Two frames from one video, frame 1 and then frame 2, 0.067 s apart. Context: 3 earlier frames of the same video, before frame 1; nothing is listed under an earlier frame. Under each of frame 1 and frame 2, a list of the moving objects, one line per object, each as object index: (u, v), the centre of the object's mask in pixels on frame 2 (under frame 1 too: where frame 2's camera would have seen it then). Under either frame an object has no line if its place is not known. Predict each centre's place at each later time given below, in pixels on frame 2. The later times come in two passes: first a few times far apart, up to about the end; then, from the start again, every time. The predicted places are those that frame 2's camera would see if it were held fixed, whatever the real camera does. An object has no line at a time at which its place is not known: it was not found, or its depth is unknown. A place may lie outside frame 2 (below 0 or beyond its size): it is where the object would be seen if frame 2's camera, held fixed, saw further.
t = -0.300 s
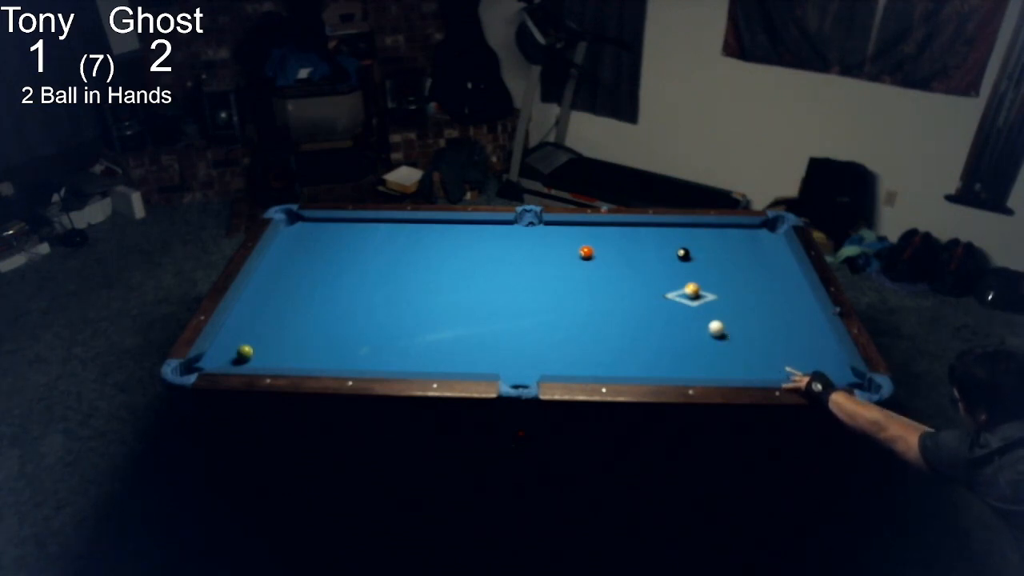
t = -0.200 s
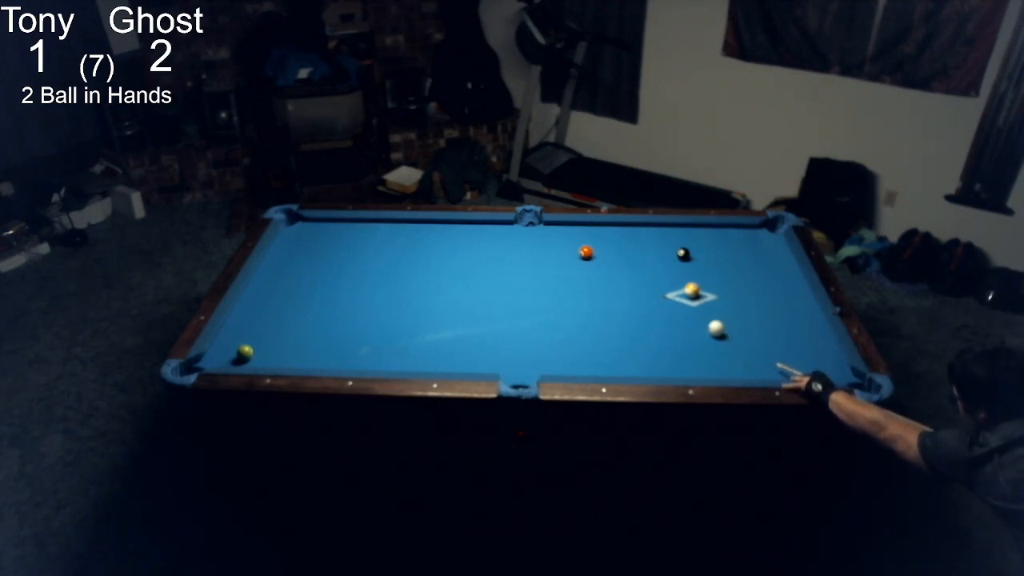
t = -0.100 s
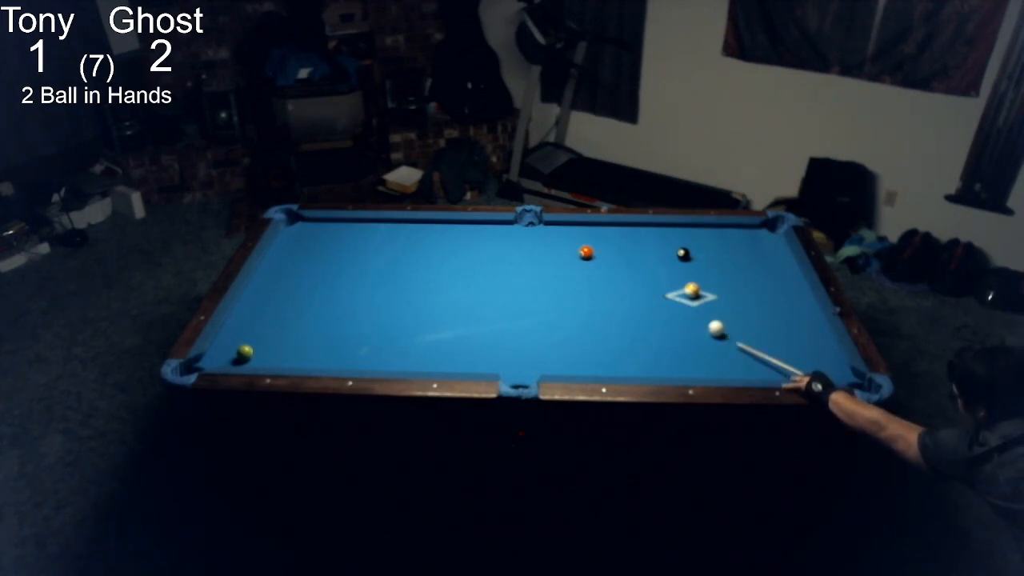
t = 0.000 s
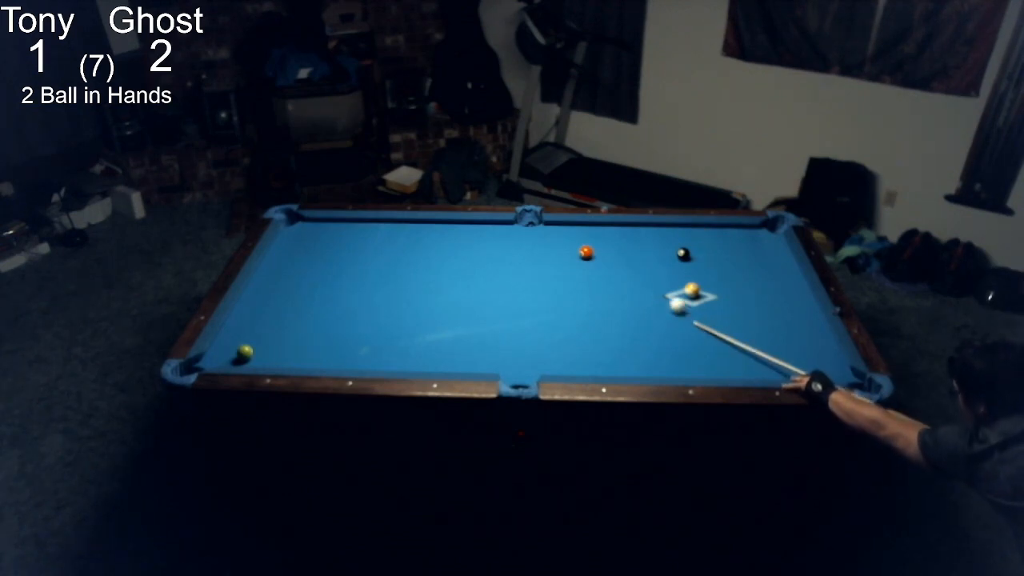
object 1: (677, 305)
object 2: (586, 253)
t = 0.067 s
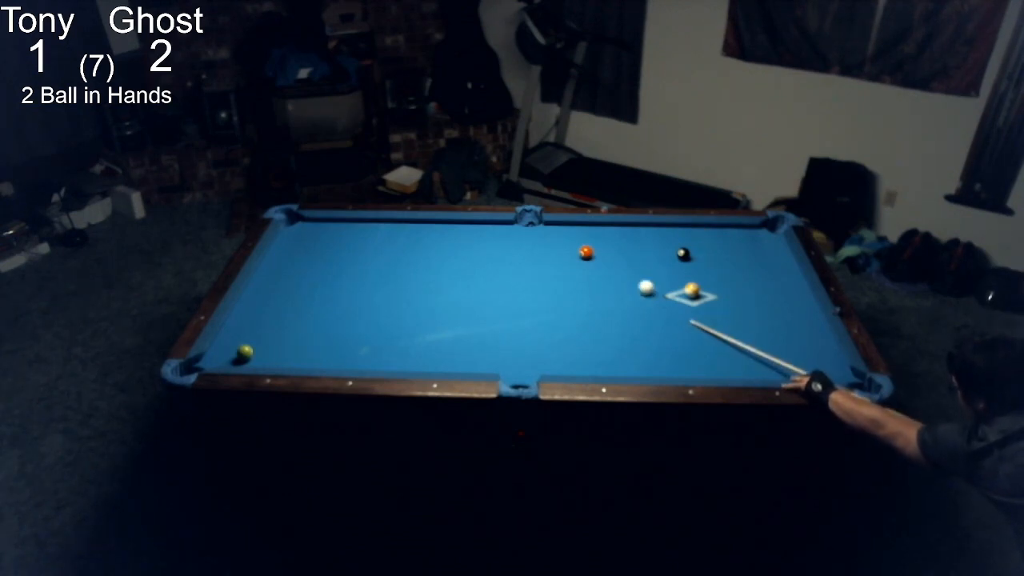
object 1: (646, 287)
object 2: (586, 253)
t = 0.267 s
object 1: (594, 258)
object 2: (569, 242)
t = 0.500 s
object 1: (593, 261)
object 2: (518, 223)
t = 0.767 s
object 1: (592, 264)
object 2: (478, 234)
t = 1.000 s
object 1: (591, 266)
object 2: (442, 244)
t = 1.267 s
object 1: (591, 267)
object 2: (403, 255)
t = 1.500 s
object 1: (591, 268)
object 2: (367, 264)
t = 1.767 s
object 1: (591, 268)
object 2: (327, 276)
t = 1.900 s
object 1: (591, 268)
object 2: (307, 281)
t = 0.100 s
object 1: (632, 279)
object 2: (586, 253)
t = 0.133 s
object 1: (619, 272)
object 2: (586, 253)
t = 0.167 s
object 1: (608, 265)
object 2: (586, 253)
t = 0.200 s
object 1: (597, 258)
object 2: (585, 252)
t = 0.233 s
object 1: (594, 257)
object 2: (578, 248)
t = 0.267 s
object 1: (594, 258)
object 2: (569, 242)
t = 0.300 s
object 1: (594, 258)
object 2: (561, 236)
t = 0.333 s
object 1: (594, 259)
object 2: (553, 231)
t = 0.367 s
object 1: (593, 259)
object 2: (546, 226)
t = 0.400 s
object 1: (593, 260)
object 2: (540, 224)
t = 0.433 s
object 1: (593, 260)
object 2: (532, 224)
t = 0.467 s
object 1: (593, 260)
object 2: (525, 224)
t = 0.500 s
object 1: (593, 261)
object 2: (518, 223)
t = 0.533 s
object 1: (592, 261)
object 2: (512, 224)
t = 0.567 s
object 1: (592, 262)
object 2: (507, 225)
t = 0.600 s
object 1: (592, 262)
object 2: (502, 227)
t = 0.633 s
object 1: (592, 263)
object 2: (498, 228)
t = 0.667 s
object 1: (592, 263)
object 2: (493, 229)
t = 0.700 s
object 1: (592, 263)
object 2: (488, 231)
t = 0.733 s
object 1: (592, 264)
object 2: (483, 232)
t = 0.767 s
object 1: (592, 264)
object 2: (478, 234)
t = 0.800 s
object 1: (592, 264)
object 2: (473, 235)
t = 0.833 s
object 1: (591, 264)
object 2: (468, 236)
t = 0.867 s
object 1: (591, 265)
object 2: (463, 238)
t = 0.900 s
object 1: (591, 265)
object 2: (457, 239)
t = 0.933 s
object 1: (591, 265)
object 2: (453, 241)
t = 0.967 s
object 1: (591, 266)
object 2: (448, 242)
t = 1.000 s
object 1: (591, 266)
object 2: (442, 244)
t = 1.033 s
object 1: (591, 266)
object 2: (438, 245)
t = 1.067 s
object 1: (591, 266)
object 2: (433, 246)
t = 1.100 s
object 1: (591, 266)
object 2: (428, 248)
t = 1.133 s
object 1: (591, 267)
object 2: (422, 249)
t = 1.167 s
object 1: (591, 267)
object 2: (418, 250)
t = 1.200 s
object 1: (591, 267)
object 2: (413, 252)
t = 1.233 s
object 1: (591, 267)
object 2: (407, 253)
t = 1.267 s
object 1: (591, 267)
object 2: (403, 255)
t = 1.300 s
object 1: (591, 267)
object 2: (397, 256)
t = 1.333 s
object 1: (591, 267)
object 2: (392, 257)
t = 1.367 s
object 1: (591, 268)
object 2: (388, 259)
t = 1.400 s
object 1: (591, 268)
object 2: (382, 260)
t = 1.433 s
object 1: (591, 268)
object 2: (377, 262)
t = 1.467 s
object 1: (591, 268)
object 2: (372, 263)
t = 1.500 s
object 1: (591, 268)
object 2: (367, 264)
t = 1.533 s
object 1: (591, 268)
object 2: (362, 266)
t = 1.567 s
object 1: (591, 268)
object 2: (357, 267)
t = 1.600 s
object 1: (591, 268)
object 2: (352, 268)
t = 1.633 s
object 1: (591, 268)
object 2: (347, 270)
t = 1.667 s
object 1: (591, 268)
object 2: (342, 271)
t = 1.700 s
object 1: (591, 268)
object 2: (337, 273)
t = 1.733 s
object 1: (591, 268)
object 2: (332, 274)
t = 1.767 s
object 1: (591, 268)
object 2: (327, 276)
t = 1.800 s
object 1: (591, 268)
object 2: (322, 277)
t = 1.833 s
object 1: (591, 268)
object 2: (317, 278)
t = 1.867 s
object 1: (591, 268)
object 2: (312, 280)
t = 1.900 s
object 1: (591, 268)
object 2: (307, 281)
